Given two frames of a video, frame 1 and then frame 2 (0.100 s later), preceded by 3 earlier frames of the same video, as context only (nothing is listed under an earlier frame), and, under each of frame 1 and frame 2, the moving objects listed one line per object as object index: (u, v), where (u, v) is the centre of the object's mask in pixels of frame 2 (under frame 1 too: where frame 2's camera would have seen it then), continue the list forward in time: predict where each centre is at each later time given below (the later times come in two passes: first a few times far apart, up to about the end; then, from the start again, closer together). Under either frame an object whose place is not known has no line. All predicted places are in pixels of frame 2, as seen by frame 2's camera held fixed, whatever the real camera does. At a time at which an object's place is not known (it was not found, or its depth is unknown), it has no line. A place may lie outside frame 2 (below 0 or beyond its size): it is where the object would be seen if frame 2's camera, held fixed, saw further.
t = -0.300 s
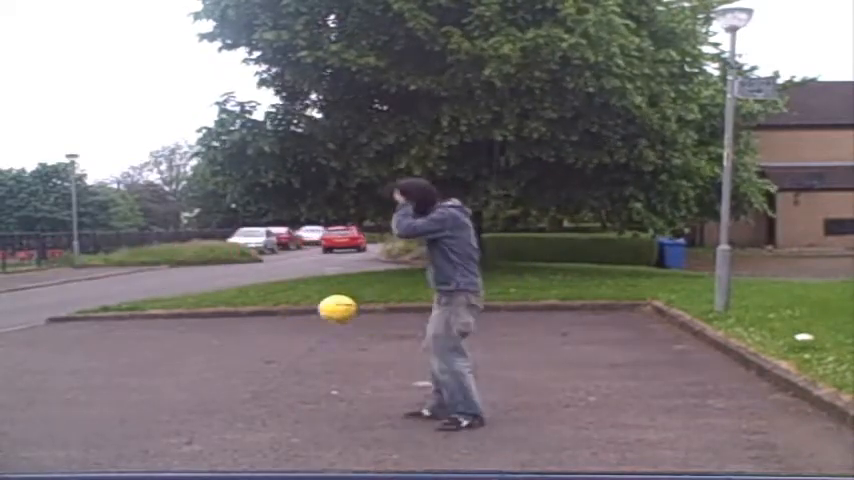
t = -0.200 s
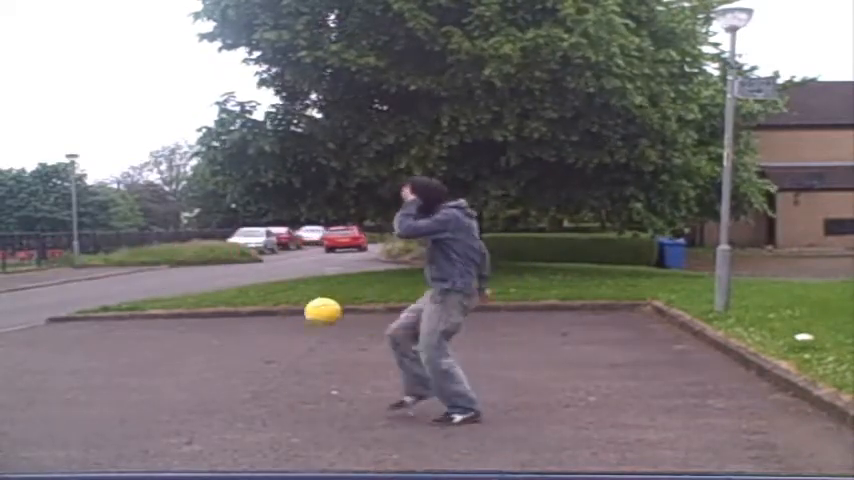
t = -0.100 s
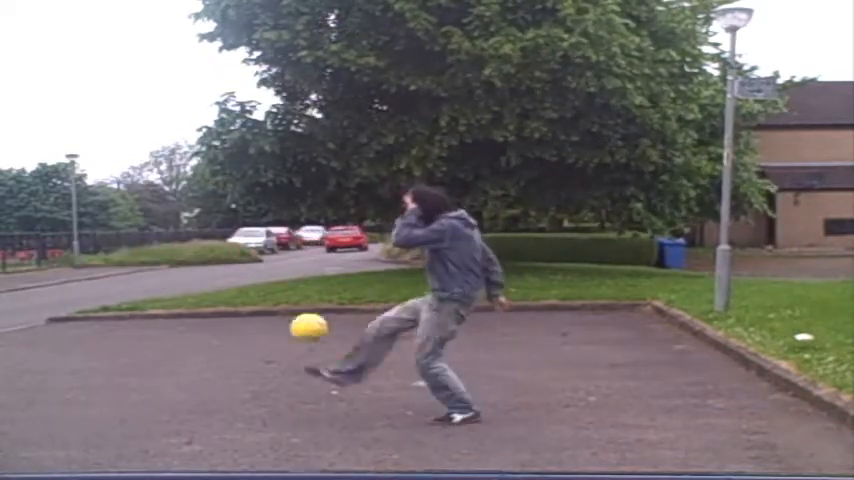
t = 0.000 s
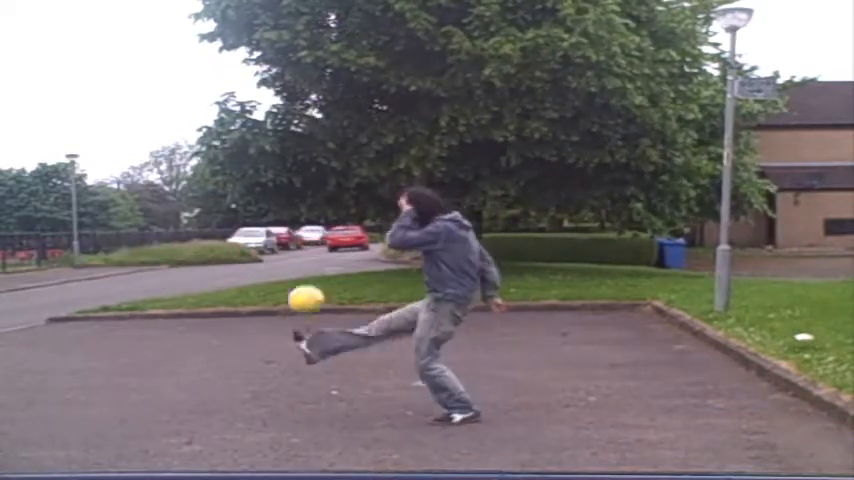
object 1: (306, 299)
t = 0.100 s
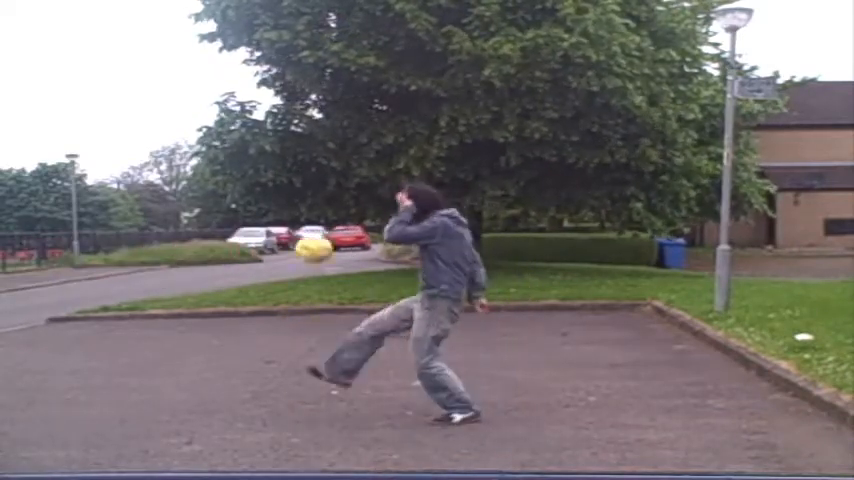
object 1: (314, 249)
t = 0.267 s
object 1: (326, 190)
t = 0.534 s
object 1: (349, 167)
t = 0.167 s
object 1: (318, 220)
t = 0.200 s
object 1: (321, 210)
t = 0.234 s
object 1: (323, 199)
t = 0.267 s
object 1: (326, 190)
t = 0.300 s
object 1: (329, 183)
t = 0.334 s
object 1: (332, 176)
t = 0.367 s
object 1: (334, 171)
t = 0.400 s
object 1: (337, 167)
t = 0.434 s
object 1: (340, 165)
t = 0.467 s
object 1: (343, 164)
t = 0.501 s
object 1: (346, 165)
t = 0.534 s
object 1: (349, 167)
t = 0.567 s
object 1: (352, 170)
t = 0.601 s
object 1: (355, 175)
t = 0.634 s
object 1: (358, 181)
